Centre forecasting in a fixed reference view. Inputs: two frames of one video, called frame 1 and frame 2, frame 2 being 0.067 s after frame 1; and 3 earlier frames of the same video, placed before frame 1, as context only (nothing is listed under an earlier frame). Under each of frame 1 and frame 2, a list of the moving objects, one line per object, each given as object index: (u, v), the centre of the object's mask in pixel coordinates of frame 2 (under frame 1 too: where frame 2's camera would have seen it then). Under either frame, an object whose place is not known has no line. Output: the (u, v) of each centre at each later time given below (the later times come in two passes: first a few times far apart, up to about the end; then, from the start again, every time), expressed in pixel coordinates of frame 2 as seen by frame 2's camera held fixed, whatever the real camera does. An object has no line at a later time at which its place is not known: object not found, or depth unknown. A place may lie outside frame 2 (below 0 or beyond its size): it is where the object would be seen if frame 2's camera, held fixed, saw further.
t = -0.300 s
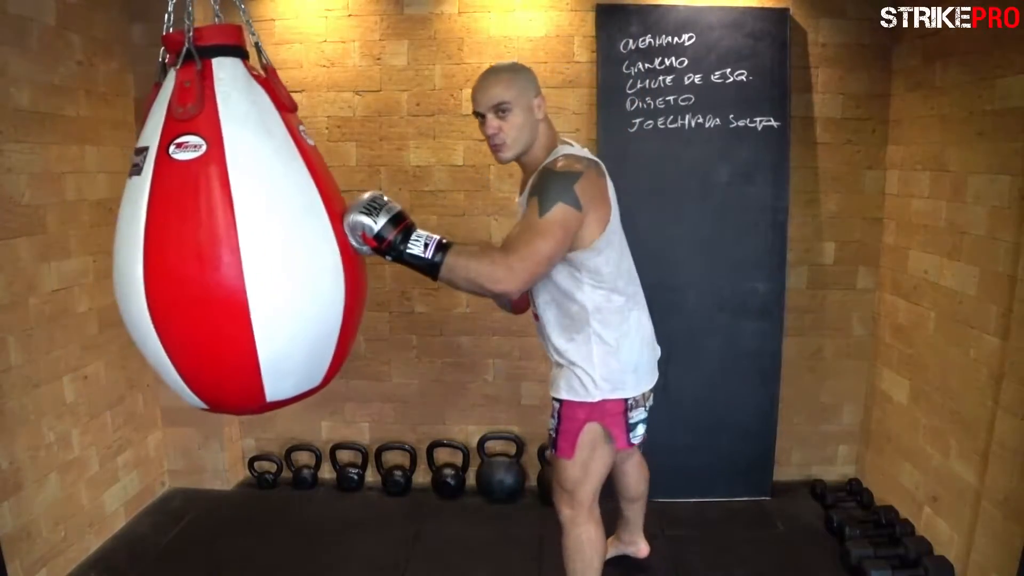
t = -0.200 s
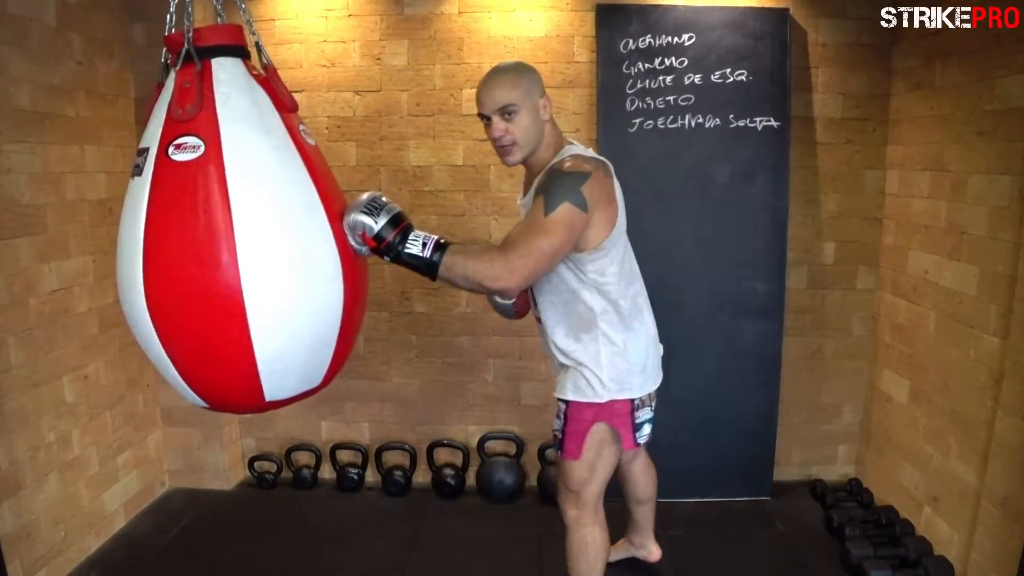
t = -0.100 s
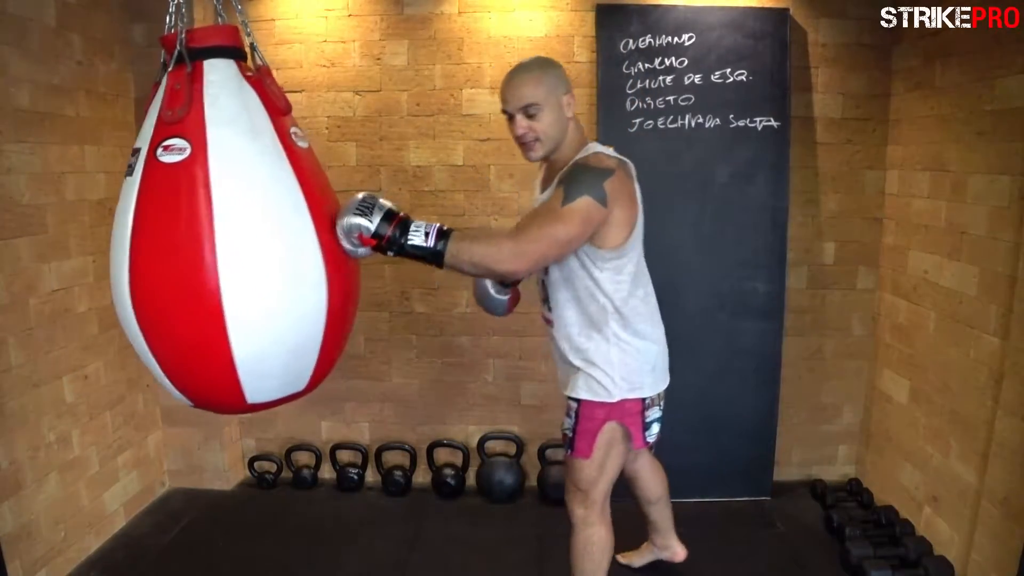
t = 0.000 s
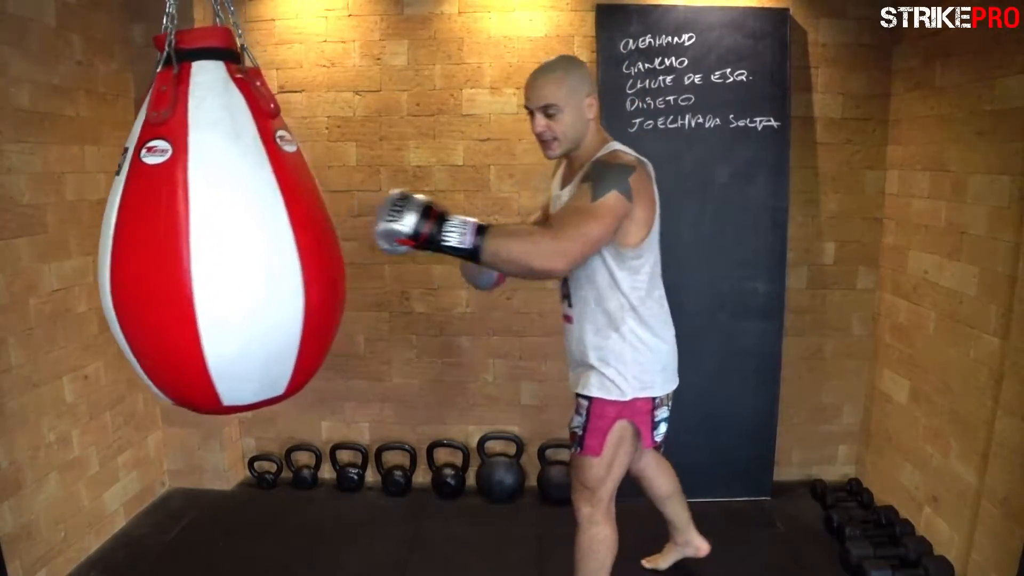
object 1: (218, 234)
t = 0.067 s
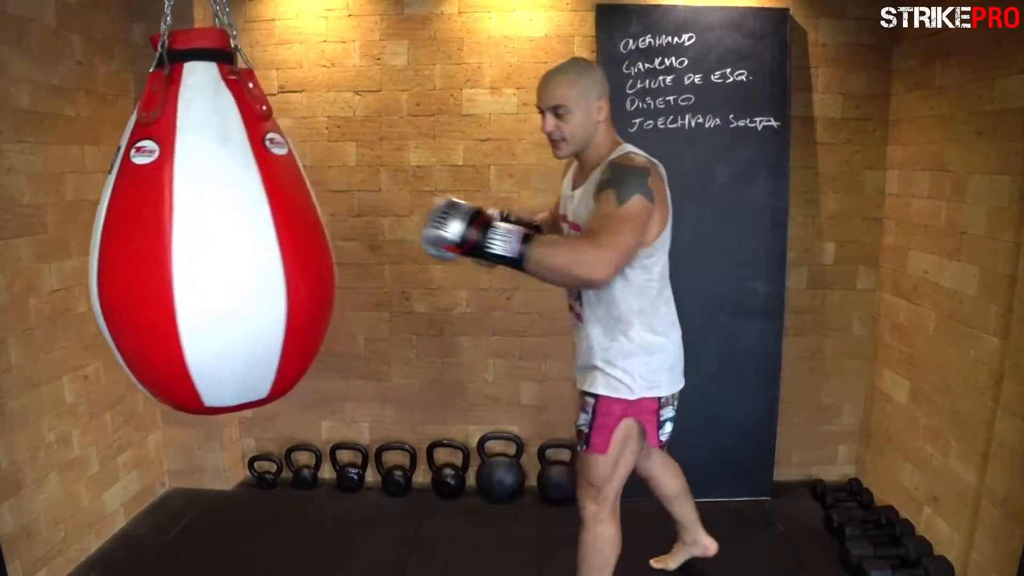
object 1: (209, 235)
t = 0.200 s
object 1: (190, 236)
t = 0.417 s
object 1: (165, 231)
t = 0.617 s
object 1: (154, 230)
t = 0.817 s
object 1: (159, 230)
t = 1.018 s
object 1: (177, 233)
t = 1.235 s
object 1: (206, 232)
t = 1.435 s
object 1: (229, 230)
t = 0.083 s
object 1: (208, 235)
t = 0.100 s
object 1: (205, 235)
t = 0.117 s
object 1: (202, 235)
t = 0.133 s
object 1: (200, 236)
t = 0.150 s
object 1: (197, 236)
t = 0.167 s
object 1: (195, 236)
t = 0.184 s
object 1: (193, 236)
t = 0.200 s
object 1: (190, 236)
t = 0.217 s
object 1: (188, 235)
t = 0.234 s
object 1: (186, 235)
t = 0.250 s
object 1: (183, 235)
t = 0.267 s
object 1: (181, 234)
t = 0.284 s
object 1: (179, 234)
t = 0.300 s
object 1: (177, 234)
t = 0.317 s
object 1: (175, 233)
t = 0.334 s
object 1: (173, 233)
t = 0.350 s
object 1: (171, 232)
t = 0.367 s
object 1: (169, 232)
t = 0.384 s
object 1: (168, 232)
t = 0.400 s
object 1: (166, 231)
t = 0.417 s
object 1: (165, 231)
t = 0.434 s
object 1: (164, 232)
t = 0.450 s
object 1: (162, 231)
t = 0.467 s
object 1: (160, 231)
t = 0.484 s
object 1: (160, 231)
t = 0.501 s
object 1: (159, 231)
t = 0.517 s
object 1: (158, 231)
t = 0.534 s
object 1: (156, 230)
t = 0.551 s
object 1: (156, 230)
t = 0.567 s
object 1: (155, 230)
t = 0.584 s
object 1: (155, 230)
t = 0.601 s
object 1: (154, 230)
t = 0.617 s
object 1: (154, 230)
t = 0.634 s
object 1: (154, 230)
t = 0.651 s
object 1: (154, 231)
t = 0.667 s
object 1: (154, 230)
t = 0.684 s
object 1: (153, 230)
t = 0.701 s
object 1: (154, 230)
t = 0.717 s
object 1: (154, 230)
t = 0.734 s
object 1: (155, 230)
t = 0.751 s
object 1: (155, 230)
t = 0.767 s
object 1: (156, 230)
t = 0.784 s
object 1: (157, 230)
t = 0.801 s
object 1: (158, 230)
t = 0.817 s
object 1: (159, 230)
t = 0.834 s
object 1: (160, 230)
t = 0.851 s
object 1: (161, 231)
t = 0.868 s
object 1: (162, 231)
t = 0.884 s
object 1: (164, 231)
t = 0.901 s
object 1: (165, 232)
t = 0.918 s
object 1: (167, 232)
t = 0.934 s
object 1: (169, 232)
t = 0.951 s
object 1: (170, 232)
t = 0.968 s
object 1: (172, 232)
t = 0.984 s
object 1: (174, 232)
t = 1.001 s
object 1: (176, 233)
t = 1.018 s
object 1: (177, 233)
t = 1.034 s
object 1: (180, 233)
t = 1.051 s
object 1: (181, 233)
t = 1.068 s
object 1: (184, 233)
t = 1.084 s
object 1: (186, 233)
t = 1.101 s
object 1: (188, 233)
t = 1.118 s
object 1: (190, 233)
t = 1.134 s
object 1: (192, 232)
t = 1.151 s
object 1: (194, 233)
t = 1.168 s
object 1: (197, 233)
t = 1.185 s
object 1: (198, 232)
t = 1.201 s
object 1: (201, 232)
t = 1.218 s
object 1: (203, 232)
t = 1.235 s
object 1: (206, 232)
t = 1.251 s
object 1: (208, 232)
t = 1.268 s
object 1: (210, 232)
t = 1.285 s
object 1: (212, 232)
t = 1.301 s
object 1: (215, 232)
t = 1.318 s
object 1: (216, 231)
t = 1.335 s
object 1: (219, 231)
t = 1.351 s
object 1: (220, 231)
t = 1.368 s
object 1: (222, 230)
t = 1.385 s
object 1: (224, 230)
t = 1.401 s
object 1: (226, 230)
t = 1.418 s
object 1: (228, 230)
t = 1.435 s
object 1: (229, 230)
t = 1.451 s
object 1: (230, 230)
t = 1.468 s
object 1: (232, 229)
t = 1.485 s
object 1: (233, 229)
